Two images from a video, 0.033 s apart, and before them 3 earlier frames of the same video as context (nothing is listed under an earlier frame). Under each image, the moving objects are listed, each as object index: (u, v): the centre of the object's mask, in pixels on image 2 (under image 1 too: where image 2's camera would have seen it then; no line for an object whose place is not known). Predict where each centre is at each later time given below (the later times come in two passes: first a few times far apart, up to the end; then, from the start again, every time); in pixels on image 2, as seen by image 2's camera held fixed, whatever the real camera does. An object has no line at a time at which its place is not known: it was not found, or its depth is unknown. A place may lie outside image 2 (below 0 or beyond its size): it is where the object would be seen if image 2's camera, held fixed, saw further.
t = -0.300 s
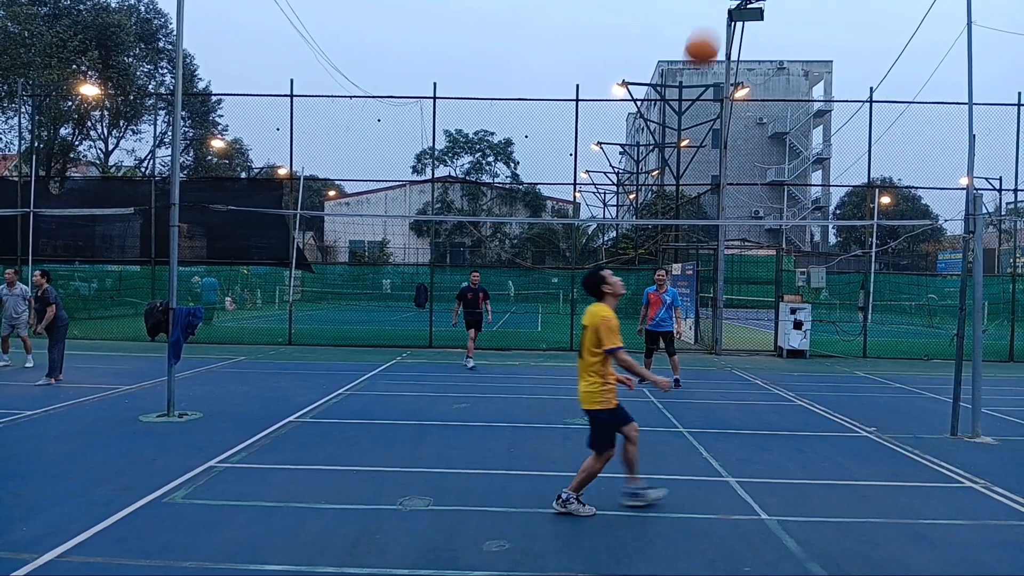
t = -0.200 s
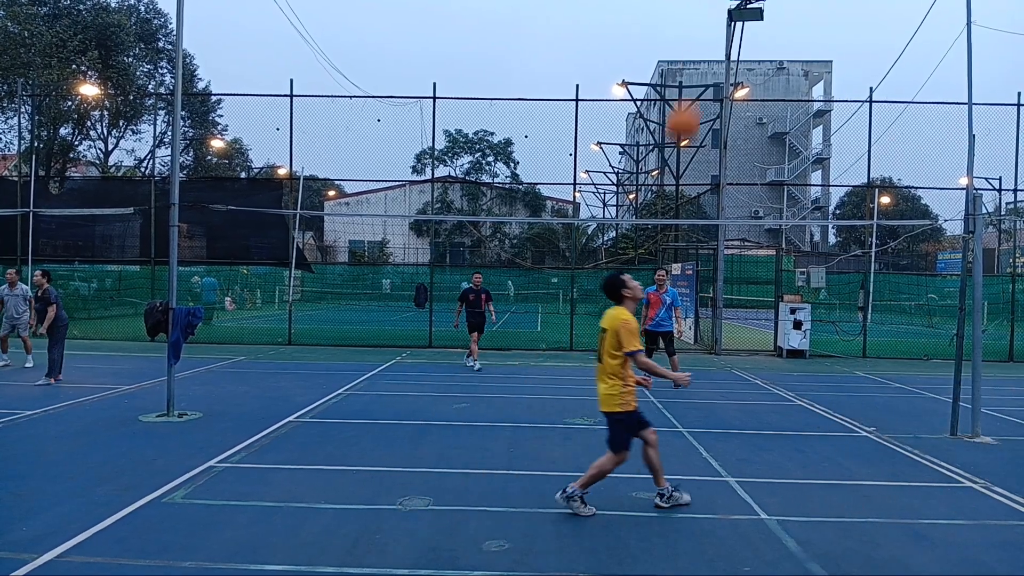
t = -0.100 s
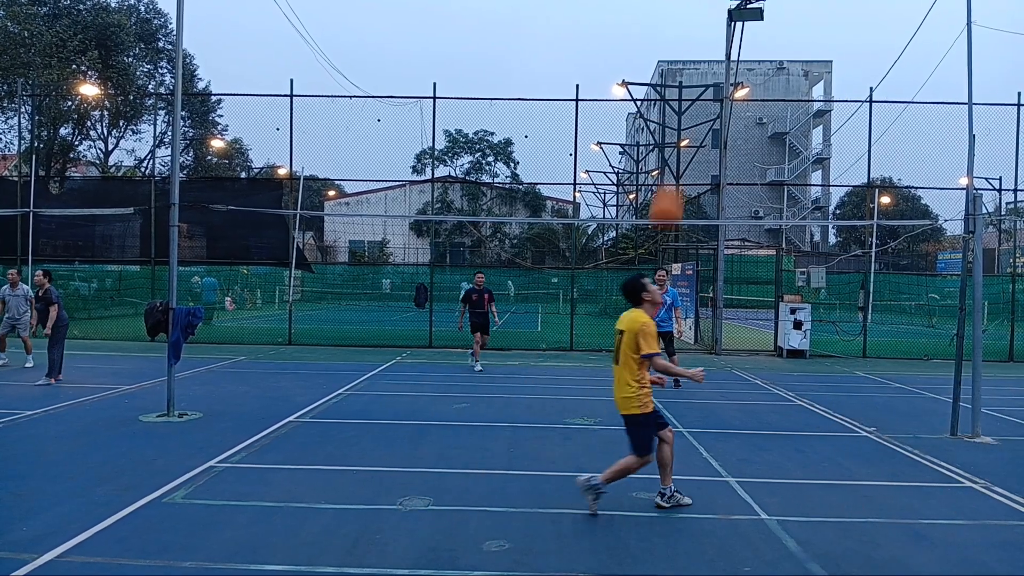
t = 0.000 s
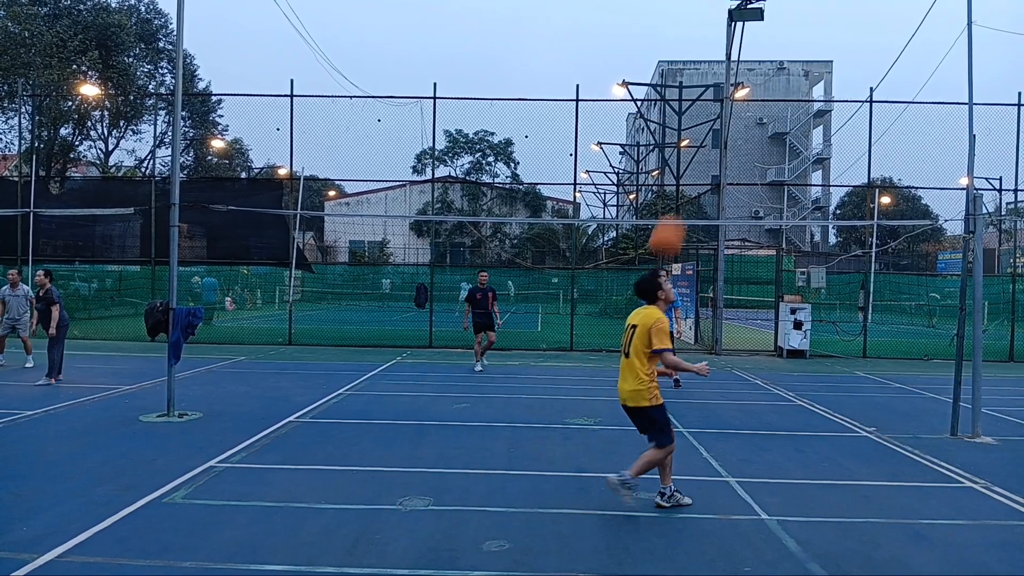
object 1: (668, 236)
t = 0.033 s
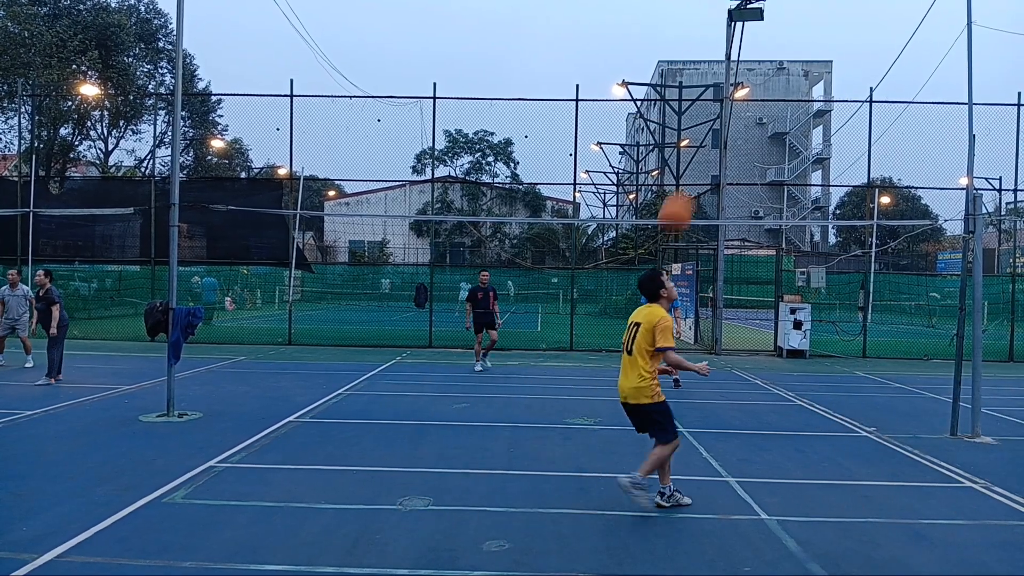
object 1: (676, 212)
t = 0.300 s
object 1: (752, 66)
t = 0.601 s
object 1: (828, 22)
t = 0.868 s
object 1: (893, 89)
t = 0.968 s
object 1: (917, 140)
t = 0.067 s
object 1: (686, 188)
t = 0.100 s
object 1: (697, 165)
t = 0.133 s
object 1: (707, 144)
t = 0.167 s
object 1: (715, 125)
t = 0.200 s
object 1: (724, 108)
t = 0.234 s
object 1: (733, 93)
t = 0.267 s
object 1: (743, 78)
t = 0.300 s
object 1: (752, 66)
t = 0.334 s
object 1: (760, 54)
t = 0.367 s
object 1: (769, 44)
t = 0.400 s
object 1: (778, 37)
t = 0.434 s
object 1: (787, 30)
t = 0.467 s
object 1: (795, 26)
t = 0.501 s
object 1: (804, 23)
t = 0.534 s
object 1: (812, 21)
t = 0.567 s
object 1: (820, 21)
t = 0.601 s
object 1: (828, 22)
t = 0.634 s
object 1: (837, 25)
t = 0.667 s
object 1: (845, 30)
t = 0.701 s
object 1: (853, 36)
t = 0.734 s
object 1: (861, 43)
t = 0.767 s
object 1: (869, 52)
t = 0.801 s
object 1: (877, 63)
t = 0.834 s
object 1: (885, 76)
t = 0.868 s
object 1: (893, 89)
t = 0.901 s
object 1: (902, 104)
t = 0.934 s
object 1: (909, 121)
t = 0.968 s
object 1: (917, 140)
